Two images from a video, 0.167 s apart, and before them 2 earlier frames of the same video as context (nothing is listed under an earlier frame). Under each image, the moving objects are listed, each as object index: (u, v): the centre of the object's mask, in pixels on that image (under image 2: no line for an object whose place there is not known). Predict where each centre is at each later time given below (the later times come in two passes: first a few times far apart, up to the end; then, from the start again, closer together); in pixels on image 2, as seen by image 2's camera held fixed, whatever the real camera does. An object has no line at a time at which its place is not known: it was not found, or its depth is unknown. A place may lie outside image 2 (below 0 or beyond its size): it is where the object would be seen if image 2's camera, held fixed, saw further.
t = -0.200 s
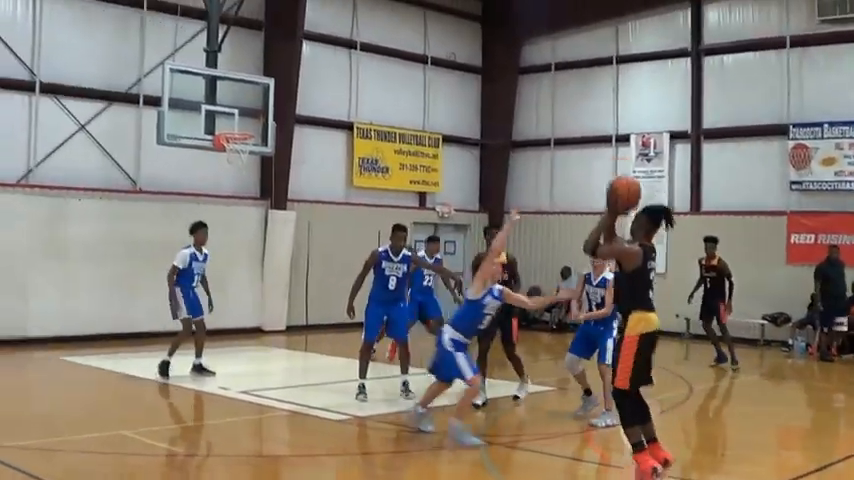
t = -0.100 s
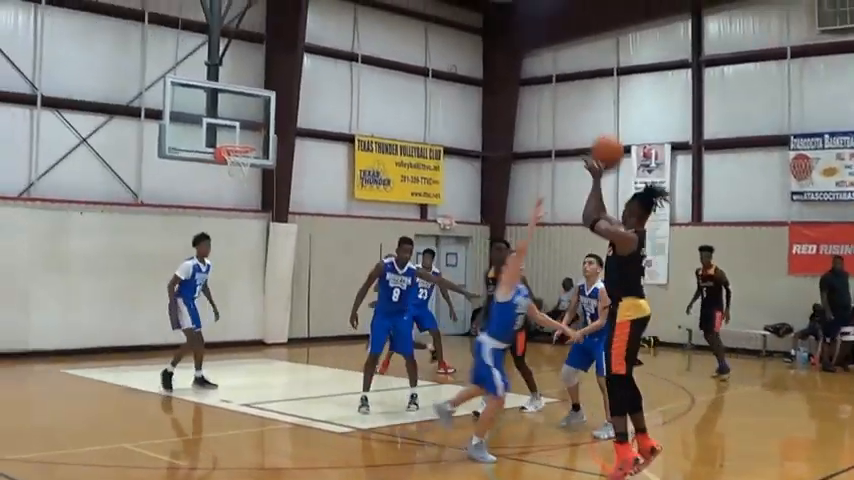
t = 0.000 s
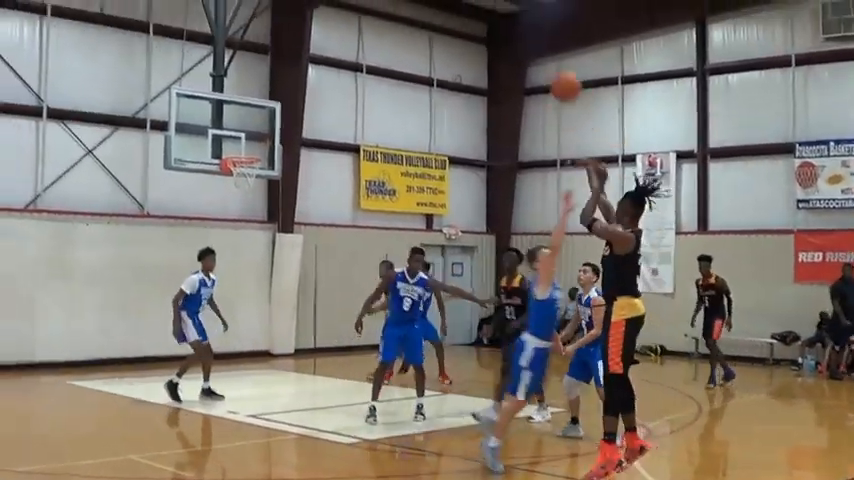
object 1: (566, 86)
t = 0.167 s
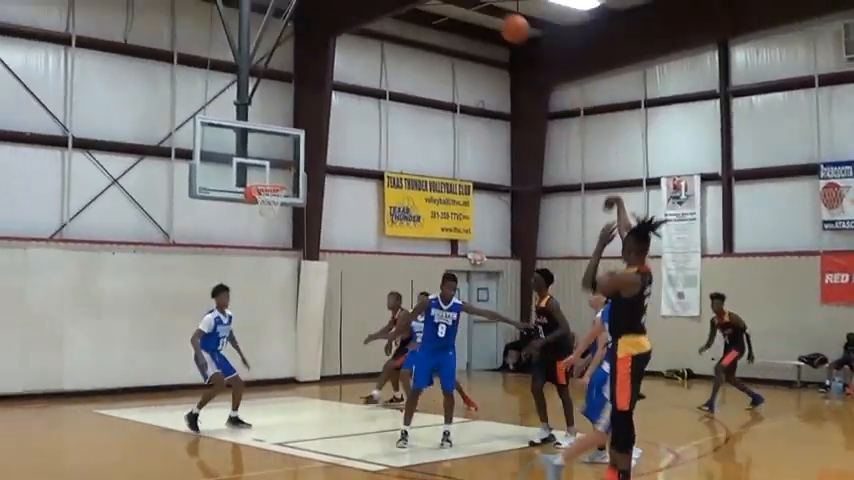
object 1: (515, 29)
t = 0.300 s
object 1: (466, -3)
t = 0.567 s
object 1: (388, -16)
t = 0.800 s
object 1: (333, 21)
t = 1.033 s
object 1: (289, 91)
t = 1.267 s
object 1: (268, 178)
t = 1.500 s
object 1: (273, 204)
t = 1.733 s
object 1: (255, 227)
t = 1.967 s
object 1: (238, 290)
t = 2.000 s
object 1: (236, 302)
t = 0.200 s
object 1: (502, 16)
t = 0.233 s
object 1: (489, 7)
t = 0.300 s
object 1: (466, -3)
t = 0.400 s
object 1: (435, -12)
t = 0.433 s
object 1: (424, -14)
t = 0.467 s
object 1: (414, -16)
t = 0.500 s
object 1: (405, -16)
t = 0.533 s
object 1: (397, -17)
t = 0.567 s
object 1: (388, -16)
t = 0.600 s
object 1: (379, -14)
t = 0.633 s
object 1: (370, -10)
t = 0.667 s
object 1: (362, -6)
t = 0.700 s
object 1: (355, 0)
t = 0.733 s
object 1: (347, 6)
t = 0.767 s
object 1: (340, 13)
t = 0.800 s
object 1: (333, 21)
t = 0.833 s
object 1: (326, 29)
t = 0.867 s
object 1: (319, 38)
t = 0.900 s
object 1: (313, 48)
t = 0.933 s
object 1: (306, 58)
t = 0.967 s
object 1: (300, 69)
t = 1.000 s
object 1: (295, 79)
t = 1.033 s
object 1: (289, 91)
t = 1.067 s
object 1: (282, 104)
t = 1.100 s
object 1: (276, 117)
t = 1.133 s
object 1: (270, 131)
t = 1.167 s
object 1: (265, 145)
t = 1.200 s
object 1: (259, 159)
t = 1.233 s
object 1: (260, 171)
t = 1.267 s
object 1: (268, 178)
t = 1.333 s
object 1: (280, 198)
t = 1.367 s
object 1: (281, 198)
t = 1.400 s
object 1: (280, 199)
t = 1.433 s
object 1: (278, 199)
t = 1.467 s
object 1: (276, 202)
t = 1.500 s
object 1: (273, 204)
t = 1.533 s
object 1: (270, 206)
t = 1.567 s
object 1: (267, 207)
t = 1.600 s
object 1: (263, 212)
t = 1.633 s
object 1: (262, 215)
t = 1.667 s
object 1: (260, 218)
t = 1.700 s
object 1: (257, 221)
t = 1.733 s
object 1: (255, 227)
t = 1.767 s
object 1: (253, 234)
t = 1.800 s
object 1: (250, 241)
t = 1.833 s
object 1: (248, 250)
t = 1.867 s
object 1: (245, 258)
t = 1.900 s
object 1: (243, 268)
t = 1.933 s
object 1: (241, 279)
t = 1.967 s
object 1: (238, 290)
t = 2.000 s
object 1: (236, 302)
